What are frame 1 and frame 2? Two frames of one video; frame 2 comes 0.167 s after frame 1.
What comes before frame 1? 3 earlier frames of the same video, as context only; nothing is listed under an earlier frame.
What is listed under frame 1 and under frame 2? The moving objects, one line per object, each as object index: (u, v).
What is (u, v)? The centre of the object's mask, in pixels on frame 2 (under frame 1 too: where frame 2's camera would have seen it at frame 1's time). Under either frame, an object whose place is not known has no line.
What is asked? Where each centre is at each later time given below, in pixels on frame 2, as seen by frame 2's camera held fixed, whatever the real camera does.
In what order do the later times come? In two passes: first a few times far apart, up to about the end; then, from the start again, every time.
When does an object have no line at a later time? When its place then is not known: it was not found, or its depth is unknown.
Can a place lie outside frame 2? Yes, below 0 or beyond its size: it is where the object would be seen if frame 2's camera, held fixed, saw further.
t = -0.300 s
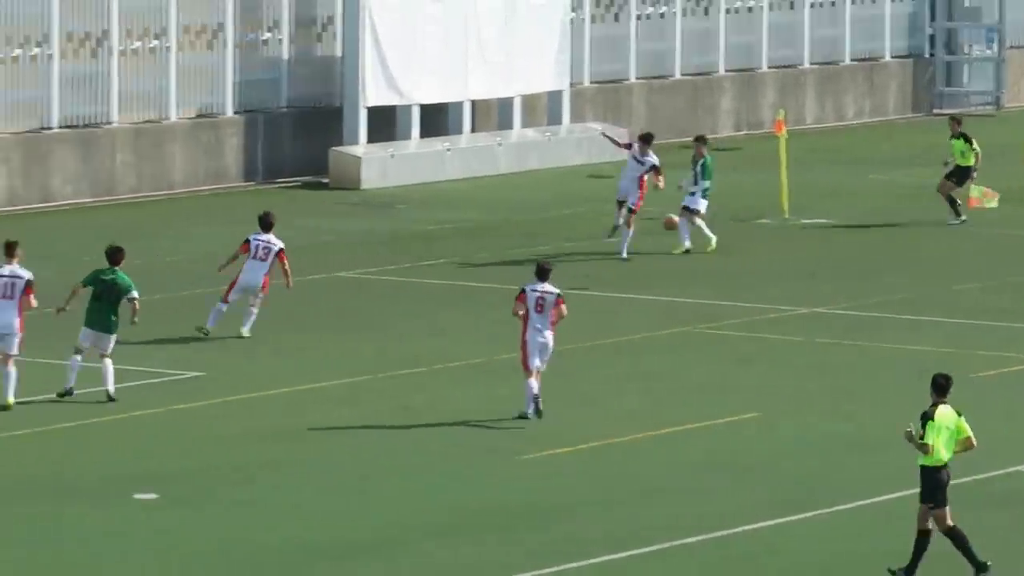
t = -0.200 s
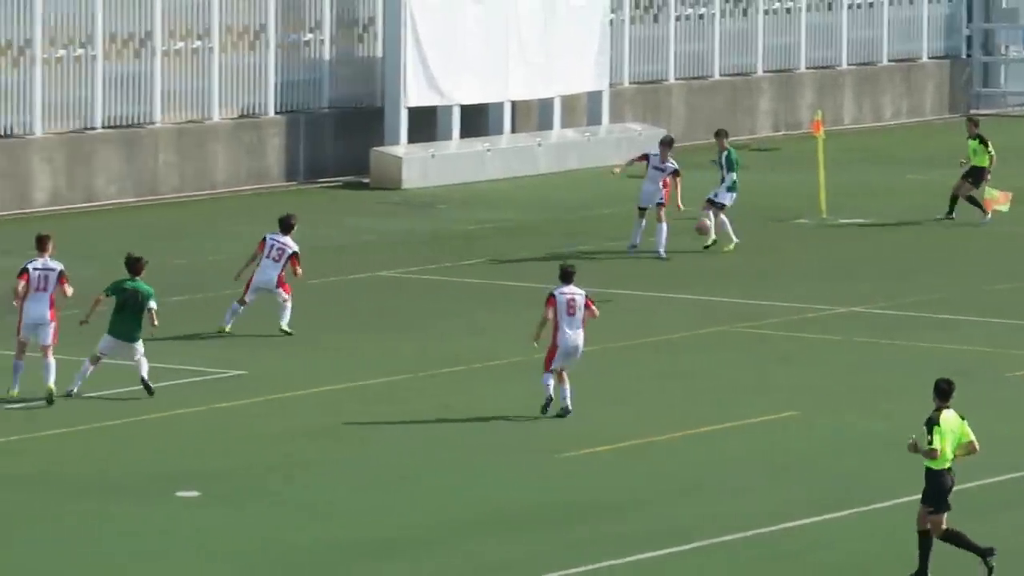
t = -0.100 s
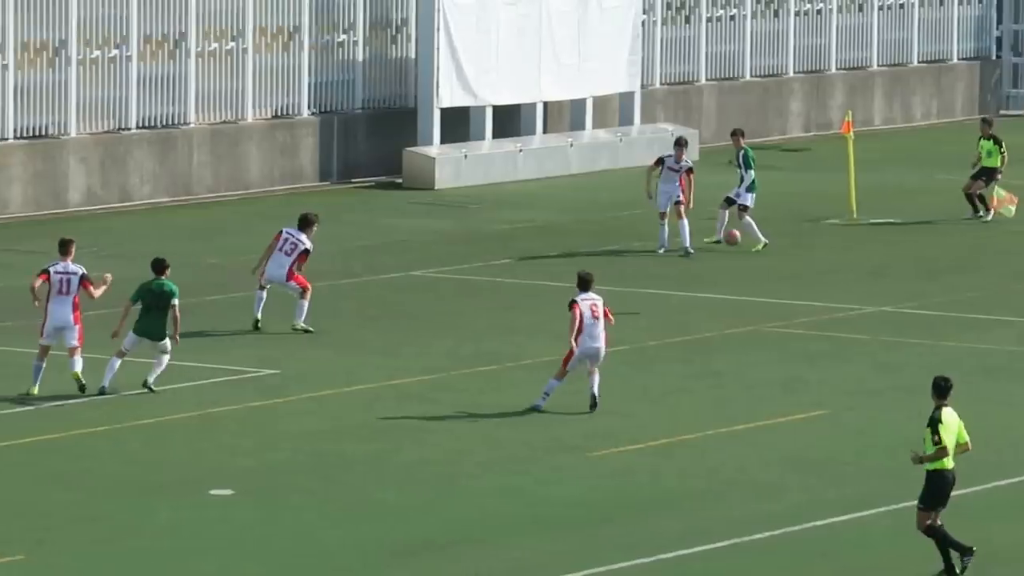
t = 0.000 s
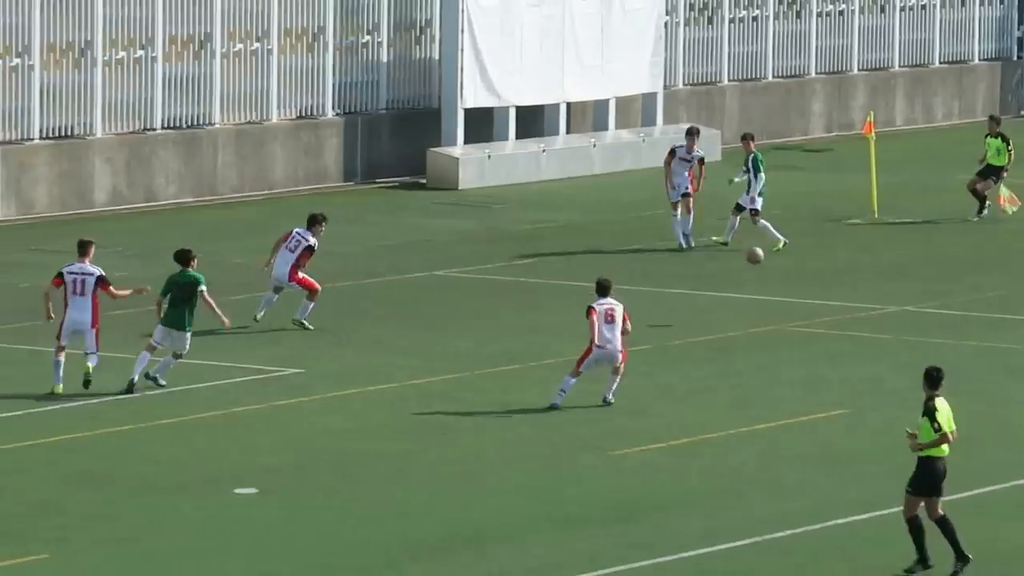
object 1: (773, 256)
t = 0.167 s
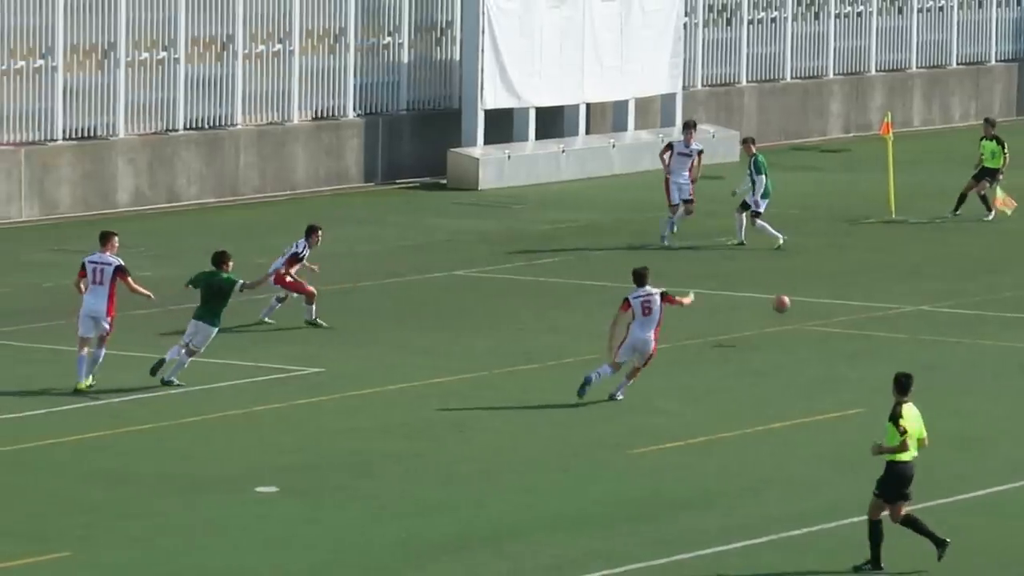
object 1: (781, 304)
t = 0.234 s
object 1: (786, 329)
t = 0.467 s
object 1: (810, 331)
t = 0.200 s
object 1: (783, 316)
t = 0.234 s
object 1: (786, 329)
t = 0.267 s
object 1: (790, 344)
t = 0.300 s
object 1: (793, 352)
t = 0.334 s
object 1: (796, 345)
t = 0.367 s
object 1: (800, 341)
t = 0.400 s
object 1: (803, 336)
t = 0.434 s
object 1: (806, 333)
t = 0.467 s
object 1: (810, 331)
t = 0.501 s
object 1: (814, 330)
